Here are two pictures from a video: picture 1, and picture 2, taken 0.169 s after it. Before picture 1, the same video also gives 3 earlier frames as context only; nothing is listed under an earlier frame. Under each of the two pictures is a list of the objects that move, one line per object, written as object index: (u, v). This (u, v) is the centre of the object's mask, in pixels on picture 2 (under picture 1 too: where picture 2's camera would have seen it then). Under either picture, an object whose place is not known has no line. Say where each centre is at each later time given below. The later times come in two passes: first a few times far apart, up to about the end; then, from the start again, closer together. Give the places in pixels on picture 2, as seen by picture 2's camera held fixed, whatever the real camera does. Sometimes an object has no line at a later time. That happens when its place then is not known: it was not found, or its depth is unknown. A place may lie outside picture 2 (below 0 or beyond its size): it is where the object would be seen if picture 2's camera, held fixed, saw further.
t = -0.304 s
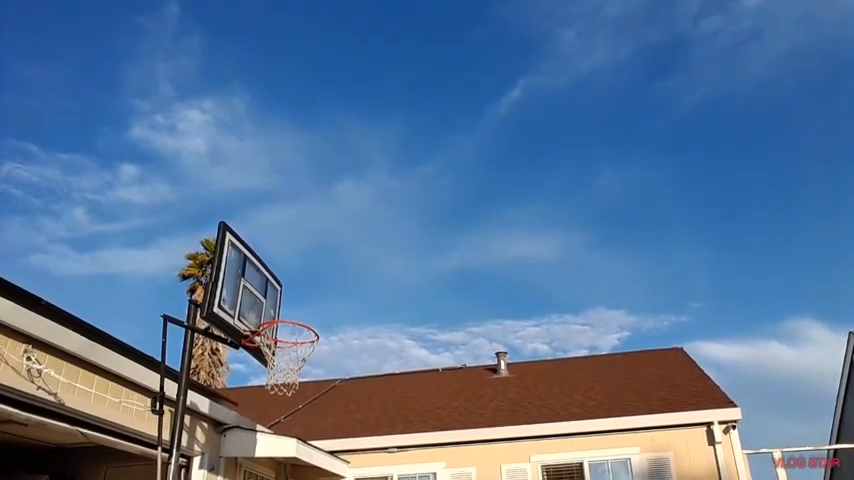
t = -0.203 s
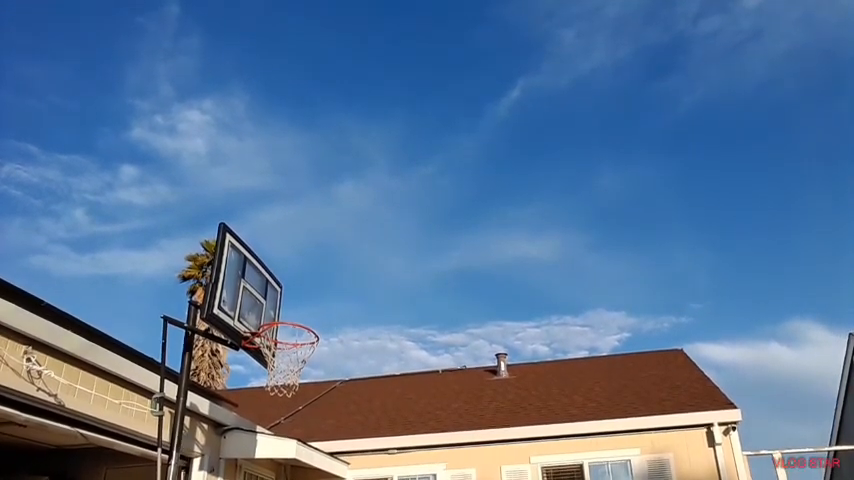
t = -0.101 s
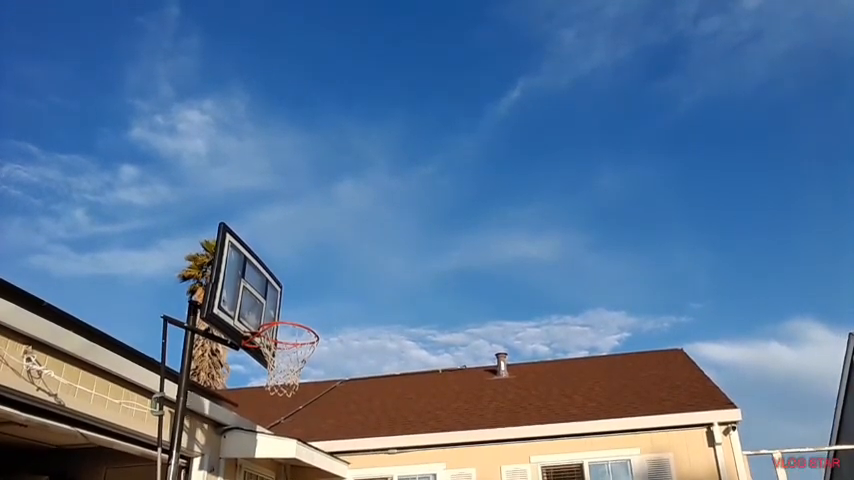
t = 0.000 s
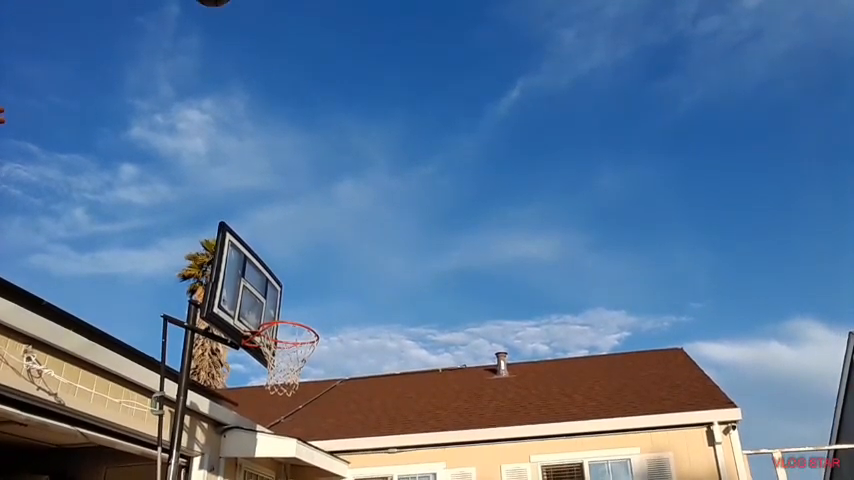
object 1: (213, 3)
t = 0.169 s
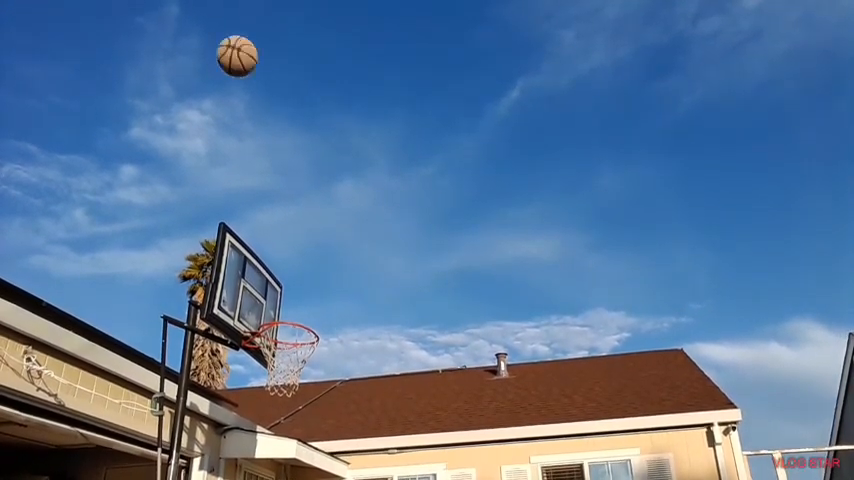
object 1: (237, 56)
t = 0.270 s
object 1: (248, 107)
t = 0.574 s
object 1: (265, 299)
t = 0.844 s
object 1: (274, 281)
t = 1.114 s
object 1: (293, 324)
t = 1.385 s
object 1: (302, 377)
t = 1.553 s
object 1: (305, 445)
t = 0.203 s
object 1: (241, 72)
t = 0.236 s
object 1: (244, 89)
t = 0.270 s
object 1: (248, 107)
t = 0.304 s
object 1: (250, 125)
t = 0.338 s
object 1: (253, 144)
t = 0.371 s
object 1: (255, 164)
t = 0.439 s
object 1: (259, 206)
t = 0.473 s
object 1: (261, 228)
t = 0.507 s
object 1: (263, 250)
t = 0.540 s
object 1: (264, 274)
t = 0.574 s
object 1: (265, 299)
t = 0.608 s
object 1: (266, 308)
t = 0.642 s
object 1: (266, 300)
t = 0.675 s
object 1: (267, 293)
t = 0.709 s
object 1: (267, 288)
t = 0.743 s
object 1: (267, 285)
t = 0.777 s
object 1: (269, 283)
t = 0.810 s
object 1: (272, 281)
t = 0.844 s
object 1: (274, 281)
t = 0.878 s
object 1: (277, 282)
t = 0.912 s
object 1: (279, 284)
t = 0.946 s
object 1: (282, 287)
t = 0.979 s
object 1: (284, 292)
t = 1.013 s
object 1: (286, 298)
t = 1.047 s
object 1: (289, 305)
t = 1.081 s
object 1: (290, 314)
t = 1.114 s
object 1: (293, 324)
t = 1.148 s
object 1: (294, 334)
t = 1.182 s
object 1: (295, 337)
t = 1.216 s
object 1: (297, 340)
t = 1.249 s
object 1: (299, 346)
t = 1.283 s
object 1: (300, 353)
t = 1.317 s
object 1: (300, 360)
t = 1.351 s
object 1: (301, 369)
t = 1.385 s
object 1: (302, 377)
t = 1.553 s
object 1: (305, 445)
